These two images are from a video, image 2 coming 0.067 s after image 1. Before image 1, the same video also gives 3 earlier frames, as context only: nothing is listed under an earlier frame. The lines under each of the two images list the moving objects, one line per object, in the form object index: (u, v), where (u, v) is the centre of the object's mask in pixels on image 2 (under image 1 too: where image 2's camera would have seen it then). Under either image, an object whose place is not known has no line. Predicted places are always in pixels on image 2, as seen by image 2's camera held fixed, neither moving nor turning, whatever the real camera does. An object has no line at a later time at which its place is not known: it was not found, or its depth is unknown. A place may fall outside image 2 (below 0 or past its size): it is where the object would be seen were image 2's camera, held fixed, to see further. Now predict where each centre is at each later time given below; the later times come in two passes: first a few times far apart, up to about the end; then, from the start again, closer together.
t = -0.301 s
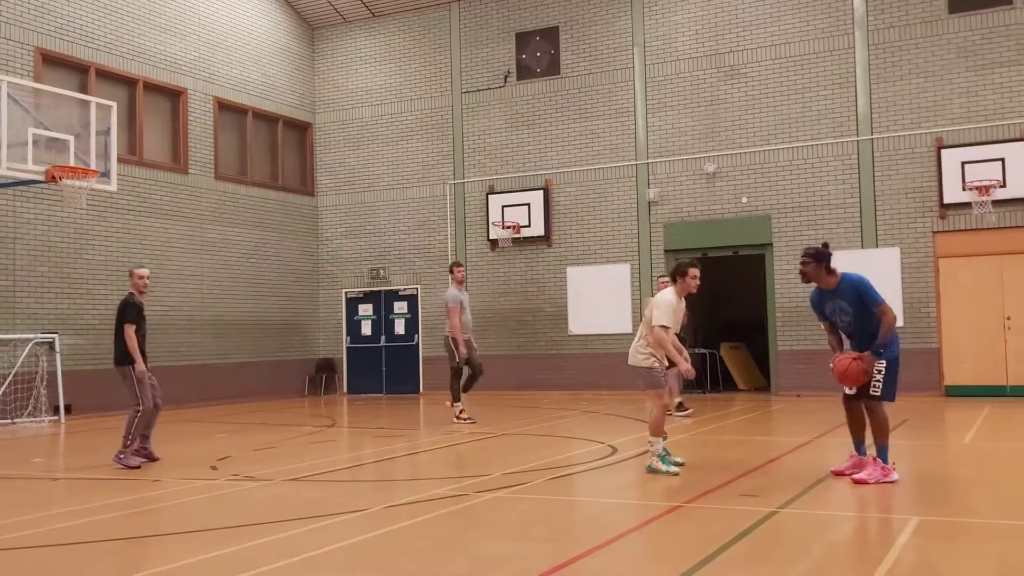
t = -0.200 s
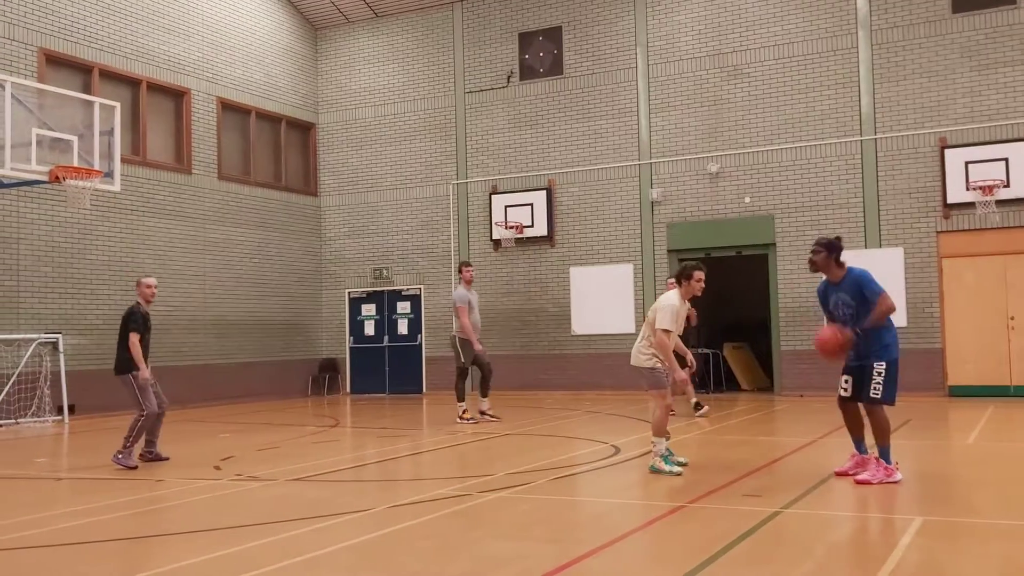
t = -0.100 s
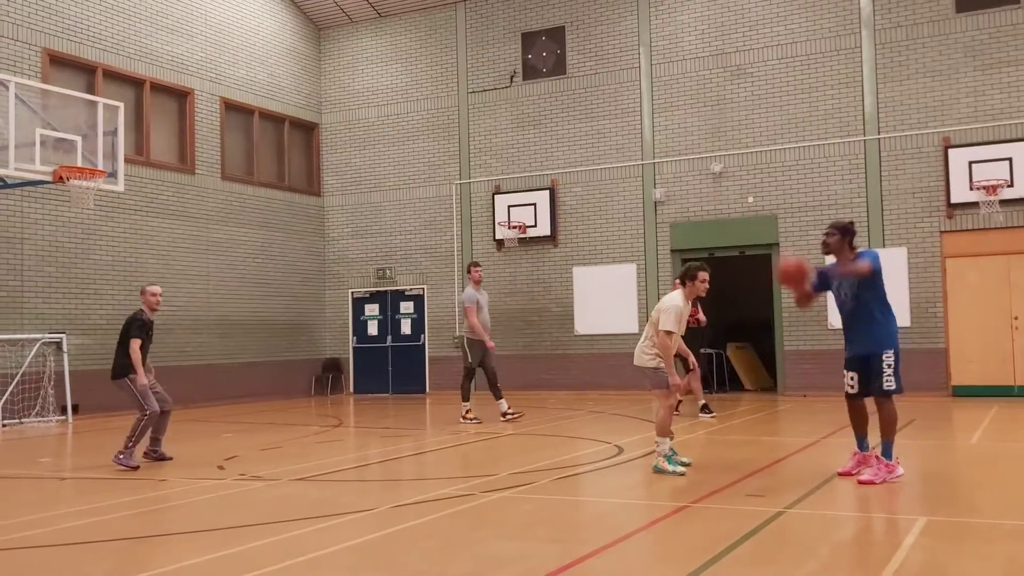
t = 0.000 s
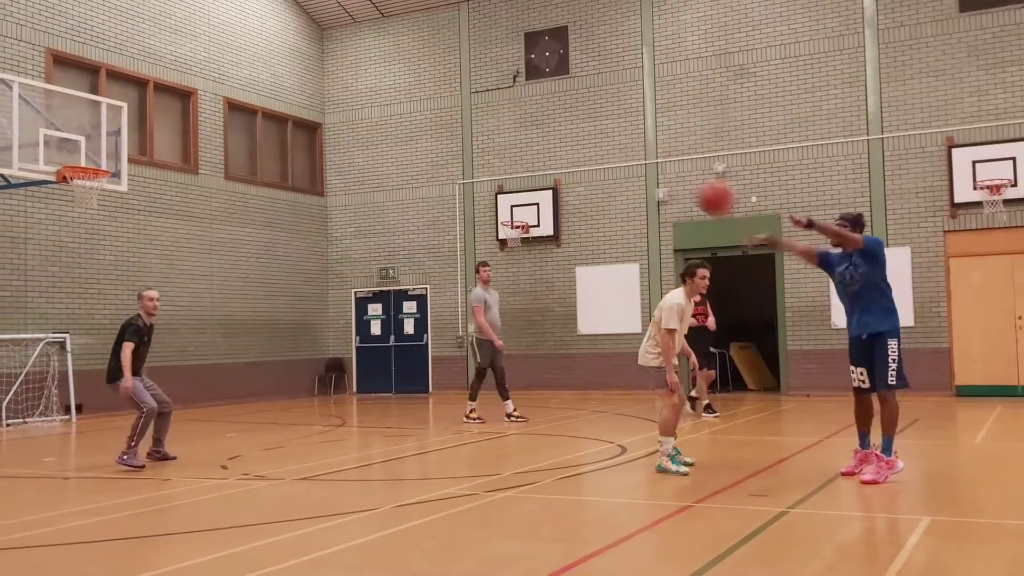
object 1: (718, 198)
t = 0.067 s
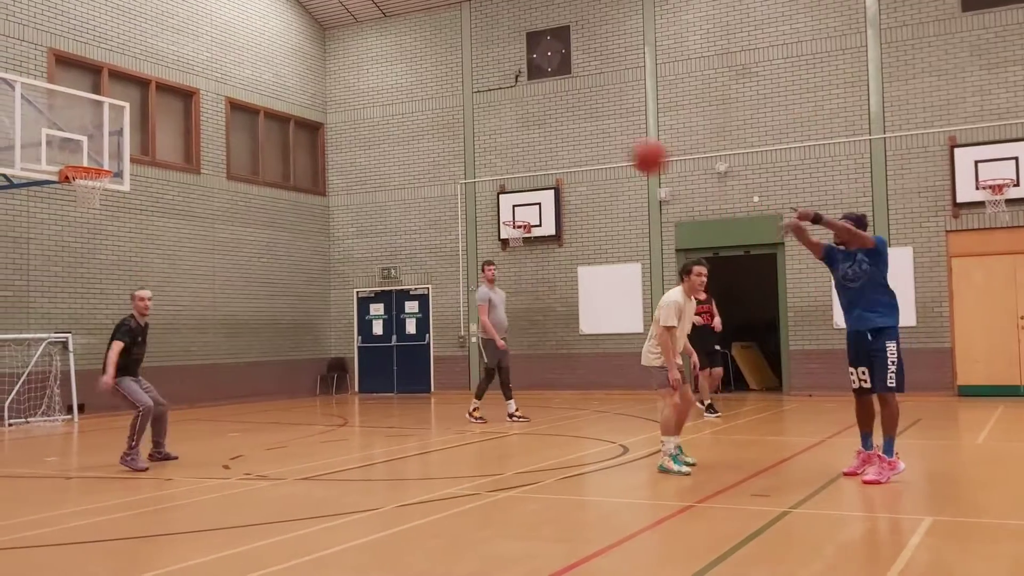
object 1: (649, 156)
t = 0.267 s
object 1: (438, 60)
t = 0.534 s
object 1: (122, 12)
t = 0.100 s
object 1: (616, 137)
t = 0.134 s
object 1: (580, 119)
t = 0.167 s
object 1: (545, 102)
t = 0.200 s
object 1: (511, 88)
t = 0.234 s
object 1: (474, 73)
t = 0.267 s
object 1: (438, 60)
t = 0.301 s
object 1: (401, 49)
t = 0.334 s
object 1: (361, 37)
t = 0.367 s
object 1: (324, 29)
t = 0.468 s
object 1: (204, 14)
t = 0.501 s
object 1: (163, 12)
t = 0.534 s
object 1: (122, 12)
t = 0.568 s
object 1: (79, 13)
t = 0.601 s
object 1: (35, 15)
